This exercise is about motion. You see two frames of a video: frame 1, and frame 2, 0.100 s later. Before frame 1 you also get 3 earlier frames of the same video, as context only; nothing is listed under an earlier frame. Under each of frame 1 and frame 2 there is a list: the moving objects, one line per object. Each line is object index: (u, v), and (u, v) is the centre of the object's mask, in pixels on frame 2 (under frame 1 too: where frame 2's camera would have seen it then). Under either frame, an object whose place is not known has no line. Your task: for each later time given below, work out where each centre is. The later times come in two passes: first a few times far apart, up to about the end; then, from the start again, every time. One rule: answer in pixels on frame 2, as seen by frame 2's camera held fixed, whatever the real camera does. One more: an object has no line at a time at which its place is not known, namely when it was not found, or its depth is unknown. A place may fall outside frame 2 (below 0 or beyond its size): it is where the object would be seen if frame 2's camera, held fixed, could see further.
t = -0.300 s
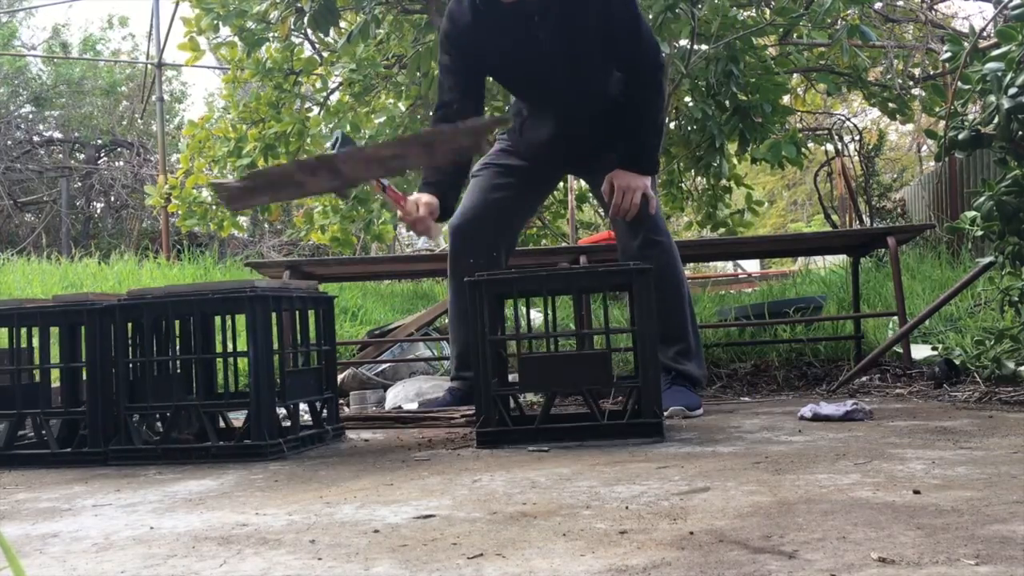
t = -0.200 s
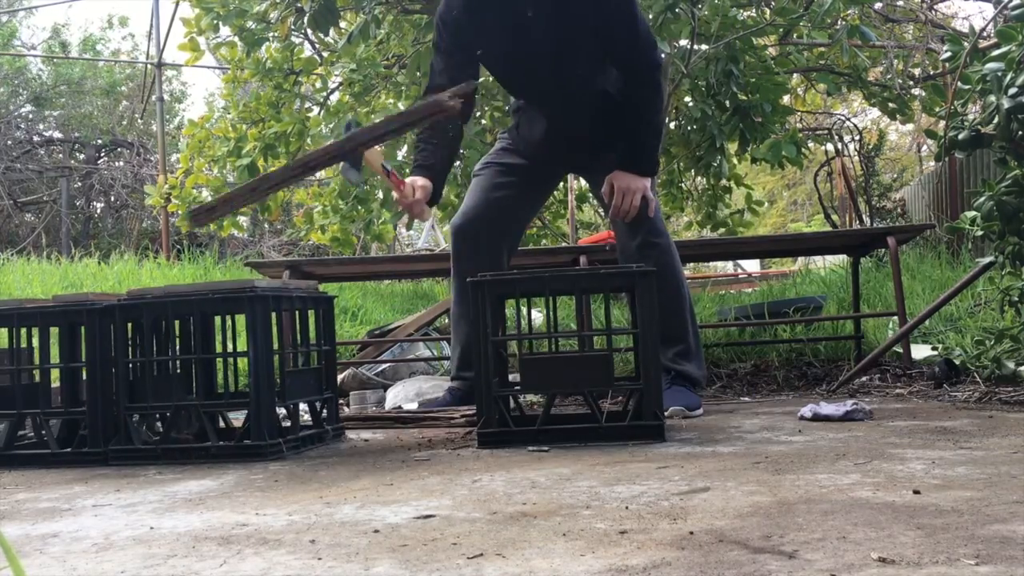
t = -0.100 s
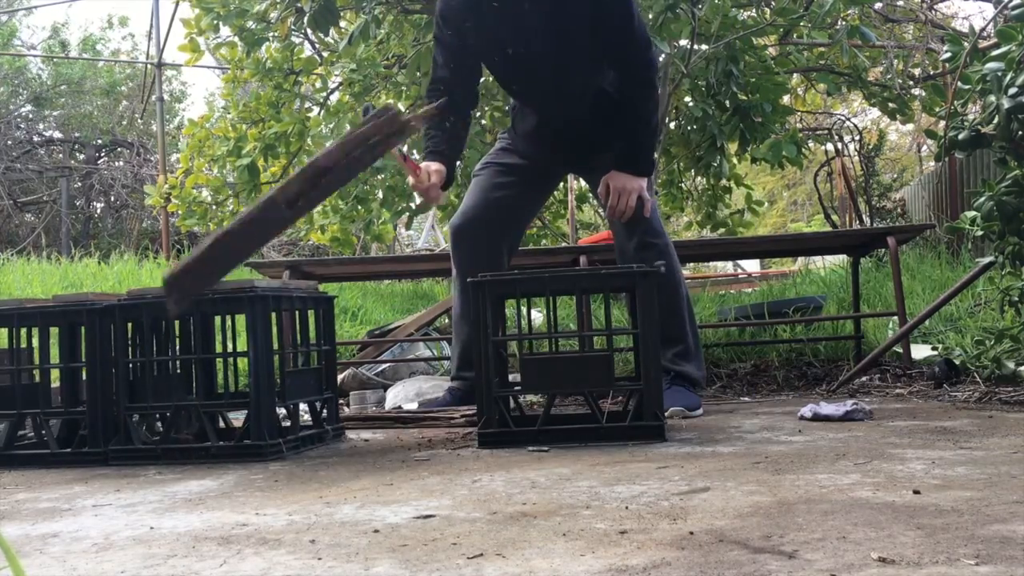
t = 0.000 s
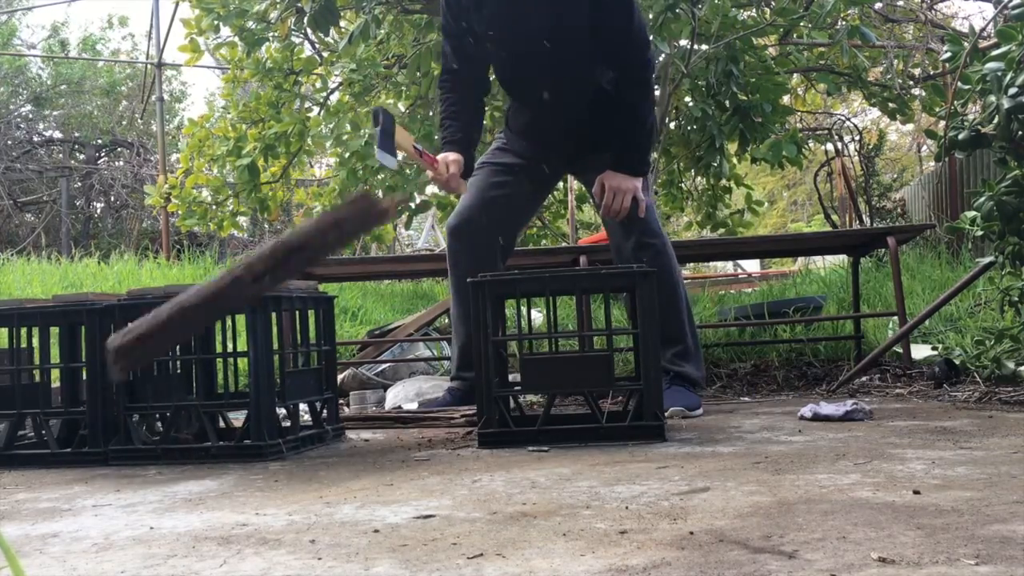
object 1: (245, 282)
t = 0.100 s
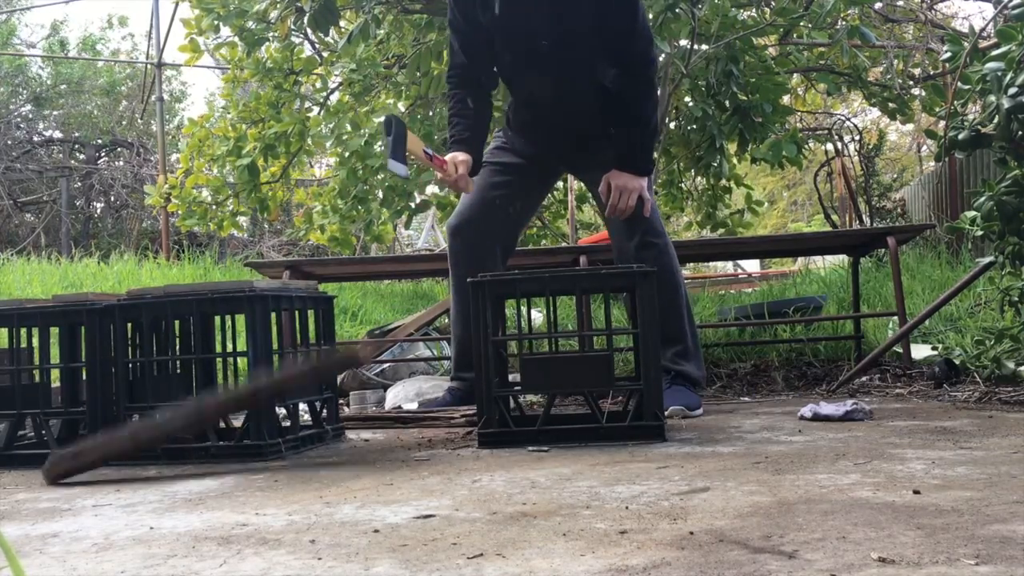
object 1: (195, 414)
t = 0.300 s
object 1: (197, 459)
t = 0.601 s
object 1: (196, 460)
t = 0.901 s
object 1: (196, 460)
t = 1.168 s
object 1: (196, 460)
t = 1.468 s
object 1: (195, 460)
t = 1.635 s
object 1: (196, 460)
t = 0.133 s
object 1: (214, 451)
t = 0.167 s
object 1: (204, 458)
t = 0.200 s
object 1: (201, 456)
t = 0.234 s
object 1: (191, 459)
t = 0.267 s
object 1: (194, 460)
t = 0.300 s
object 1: (197, 459)
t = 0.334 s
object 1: (194, 461)
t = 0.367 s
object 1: (195, 460)
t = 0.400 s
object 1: (196, 460)
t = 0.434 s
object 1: (196, 460)
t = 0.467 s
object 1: (196, 460)
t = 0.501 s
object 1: (196, 460)
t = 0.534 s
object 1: (196, 460)
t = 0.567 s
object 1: (196, 460)
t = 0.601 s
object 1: (196, 460)
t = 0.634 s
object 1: (196, 460)
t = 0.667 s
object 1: (196, 460)
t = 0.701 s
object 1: (196, 460)
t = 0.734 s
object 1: (196, 460)
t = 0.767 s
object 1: (196, 460)
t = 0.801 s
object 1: (196, 460)
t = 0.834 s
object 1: (195, 460)
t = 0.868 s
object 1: (196, 460)
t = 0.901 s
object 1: (196, 460)
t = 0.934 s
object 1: (196, 460)
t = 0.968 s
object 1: (196, 460)
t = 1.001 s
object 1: (196, 460)
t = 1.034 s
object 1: (196, 460)
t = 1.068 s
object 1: (195, 460)
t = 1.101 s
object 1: (196, 460)
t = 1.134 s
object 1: (196, 460)
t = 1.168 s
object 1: (196, 460)
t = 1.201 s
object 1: (196, 460)
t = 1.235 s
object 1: (196, 460)
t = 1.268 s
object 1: (196, 460)
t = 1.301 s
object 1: (196, 460)
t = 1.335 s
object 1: (195, 460)
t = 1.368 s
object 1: (195, 460)
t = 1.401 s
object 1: (196, 460)
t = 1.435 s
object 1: (195, 460)
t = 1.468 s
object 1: (195, 460)
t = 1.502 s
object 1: (196, 460)
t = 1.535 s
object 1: (196, 460)
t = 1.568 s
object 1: (196, 460)
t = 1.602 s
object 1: (196, 460)
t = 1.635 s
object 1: (196, 460)
